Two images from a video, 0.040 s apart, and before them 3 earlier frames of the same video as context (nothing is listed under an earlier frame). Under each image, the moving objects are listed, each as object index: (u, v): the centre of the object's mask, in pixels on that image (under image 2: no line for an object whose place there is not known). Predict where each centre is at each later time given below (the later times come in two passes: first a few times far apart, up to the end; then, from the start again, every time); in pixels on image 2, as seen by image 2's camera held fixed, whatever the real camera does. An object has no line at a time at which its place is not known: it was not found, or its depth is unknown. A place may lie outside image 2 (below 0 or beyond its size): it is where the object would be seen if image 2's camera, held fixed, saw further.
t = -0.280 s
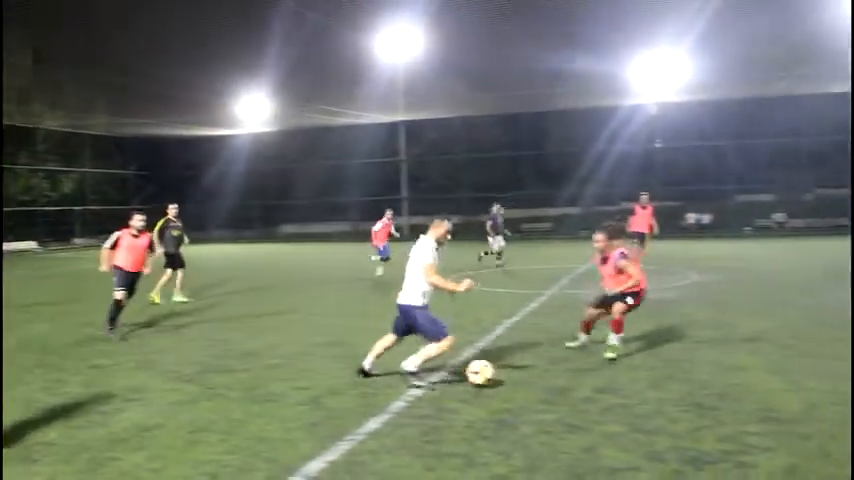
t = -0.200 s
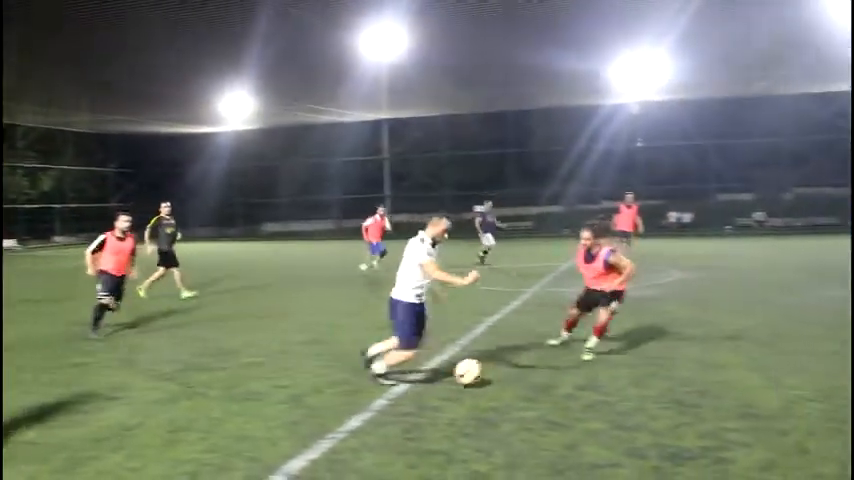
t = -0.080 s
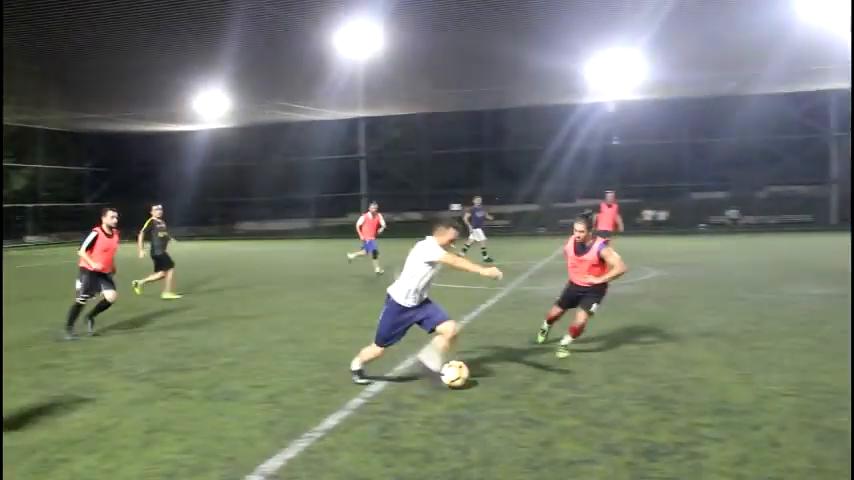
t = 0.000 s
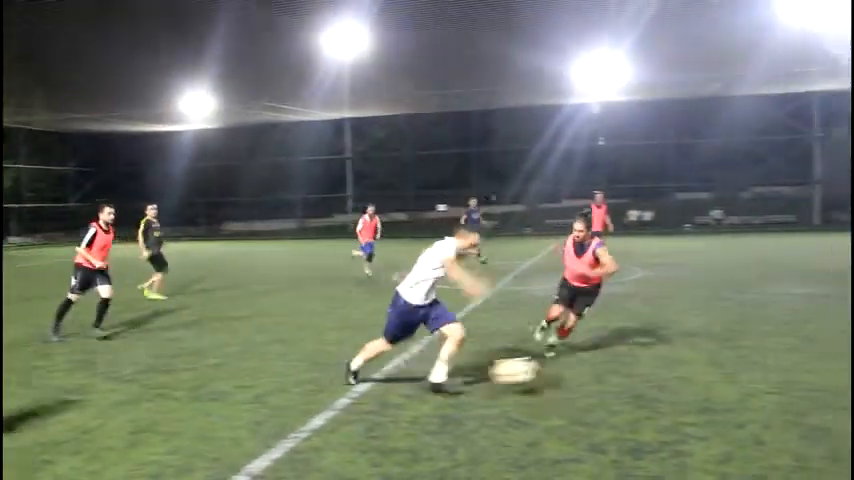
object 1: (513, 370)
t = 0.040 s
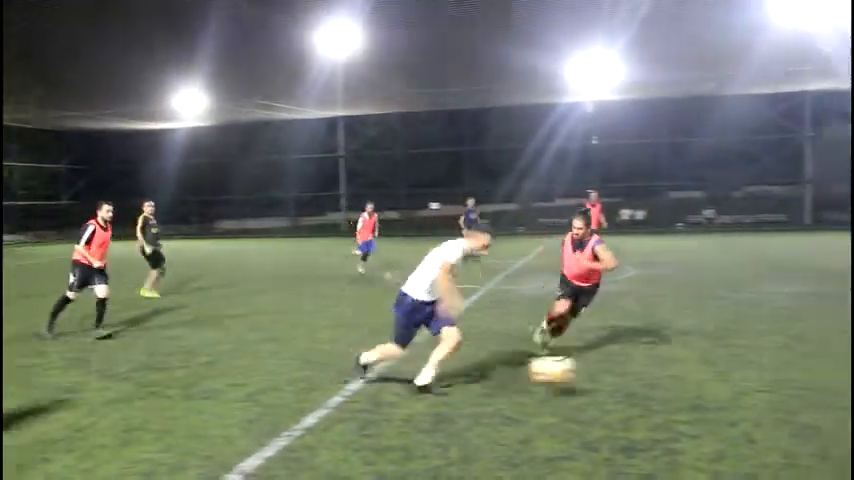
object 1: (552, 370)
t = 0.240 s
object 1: (803, 397)
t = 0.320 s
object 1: (903, 405)
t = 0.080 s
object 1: (597, 372)
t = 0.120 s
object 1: (644, 373)
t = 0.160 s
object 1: (695, 380)
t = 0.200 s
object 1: (748, 387)
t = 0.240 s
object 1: (803, 397)
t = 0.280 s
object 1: (858, 408)
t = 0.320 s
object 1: (903, 405)
